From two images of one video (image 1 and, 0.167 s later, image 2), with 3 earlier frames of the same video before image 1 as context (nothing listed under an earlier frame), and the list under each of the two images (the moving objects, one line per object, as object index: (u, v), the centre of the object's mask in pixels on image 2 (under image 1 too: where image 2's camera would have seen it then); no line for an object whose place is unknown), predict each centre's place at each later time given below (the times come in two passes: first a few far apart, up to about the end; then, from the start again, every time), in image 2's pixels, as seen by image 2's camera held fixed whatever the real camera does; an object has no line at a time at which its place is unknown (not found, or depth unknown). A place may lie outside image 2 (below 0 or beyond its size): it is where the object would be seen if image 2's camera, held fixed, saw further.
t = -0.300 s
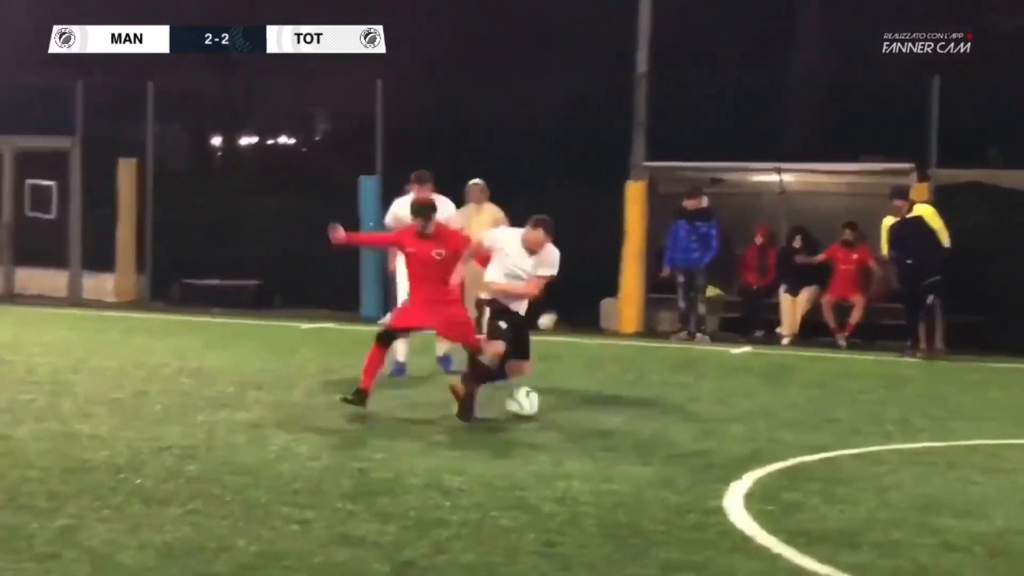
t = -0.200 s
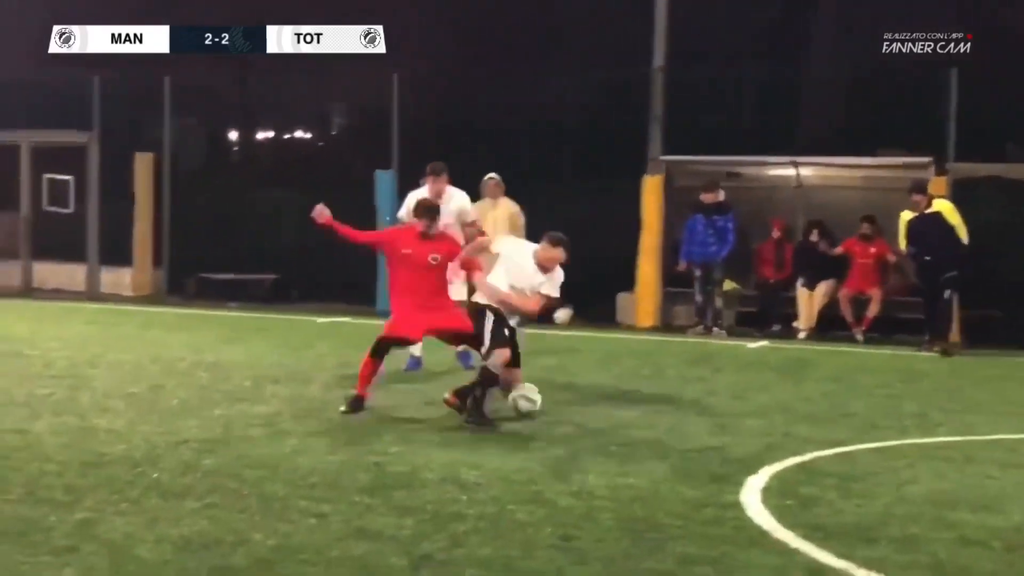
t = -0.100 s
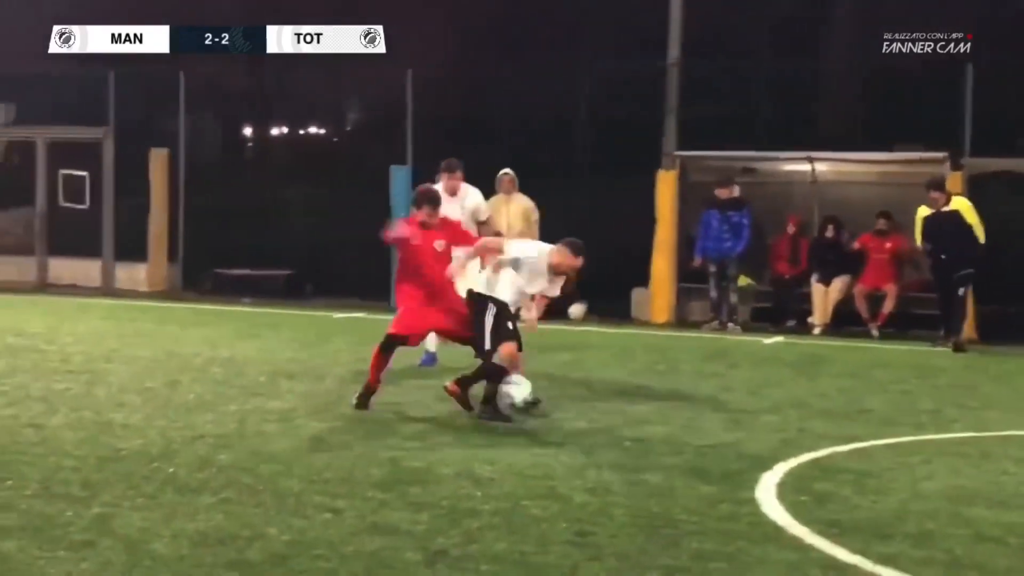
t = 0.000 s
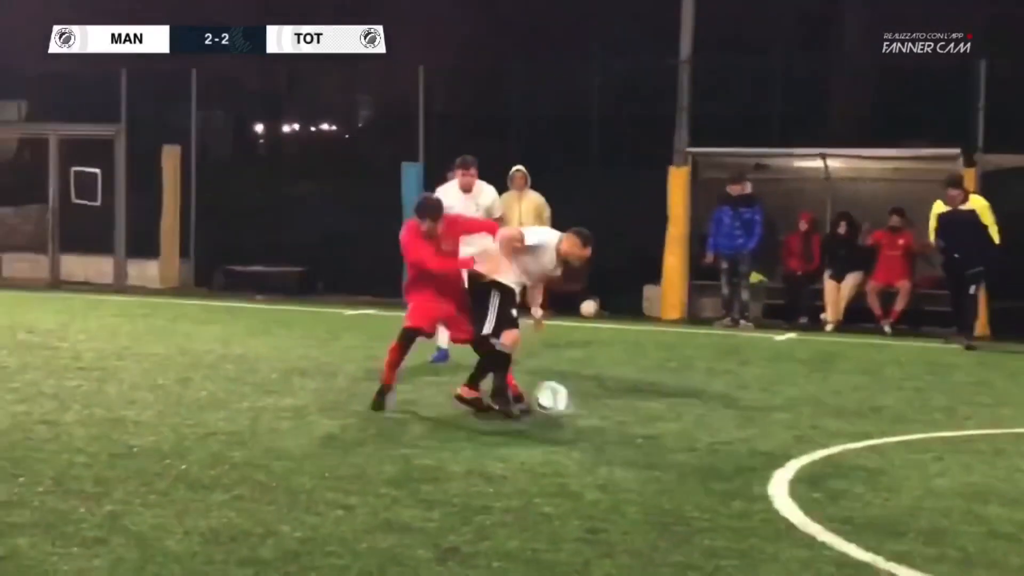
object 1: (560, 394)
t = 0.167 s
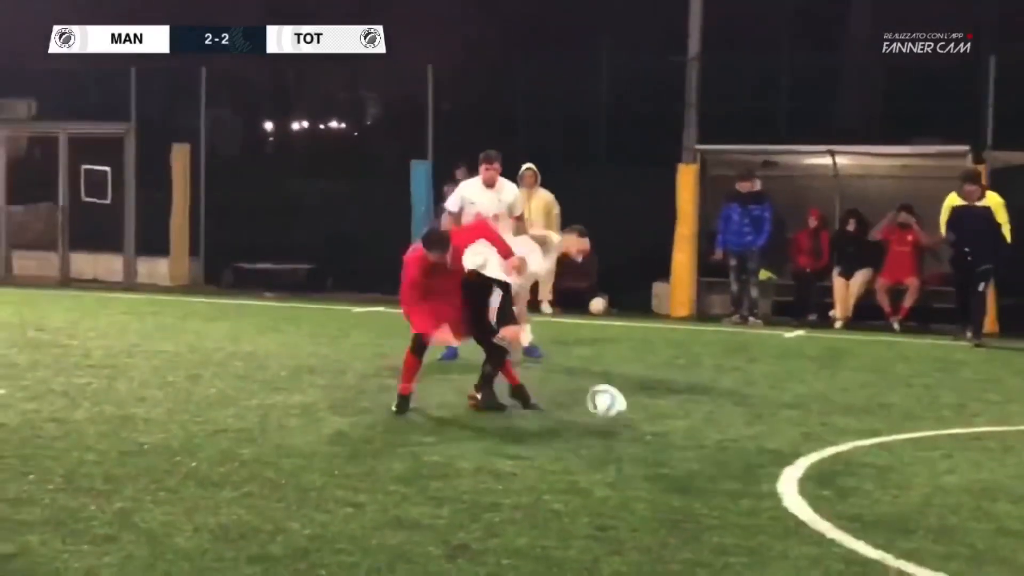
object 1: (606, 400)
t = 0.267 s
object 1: (633, 416)
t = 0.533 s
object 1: (684, 426)
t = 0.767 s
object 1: (729, 435)
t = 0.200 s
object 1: (615, 404)
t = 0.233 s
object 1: (624, 409)
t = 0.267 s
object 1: (633, 416)
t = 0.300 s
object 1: (639, 414)
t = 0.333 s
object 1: (646, 414)
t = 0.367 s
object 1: (653, 414)
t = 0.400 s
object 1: (658, 420)
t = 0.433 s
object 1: (665, 422)
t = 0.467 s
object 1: (671, 423)
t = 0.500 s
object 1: (677, 422)
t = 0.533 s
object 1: (684, 426)
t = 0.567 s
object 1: (691, 427)
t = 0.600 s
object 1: (697, 429)
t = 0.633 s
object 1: (703, 430)
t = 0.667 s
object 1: (711, 431)
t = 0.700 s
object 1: (716, 432)
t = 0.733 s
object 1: (723, 435)
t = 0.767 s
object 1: (729, 435)
